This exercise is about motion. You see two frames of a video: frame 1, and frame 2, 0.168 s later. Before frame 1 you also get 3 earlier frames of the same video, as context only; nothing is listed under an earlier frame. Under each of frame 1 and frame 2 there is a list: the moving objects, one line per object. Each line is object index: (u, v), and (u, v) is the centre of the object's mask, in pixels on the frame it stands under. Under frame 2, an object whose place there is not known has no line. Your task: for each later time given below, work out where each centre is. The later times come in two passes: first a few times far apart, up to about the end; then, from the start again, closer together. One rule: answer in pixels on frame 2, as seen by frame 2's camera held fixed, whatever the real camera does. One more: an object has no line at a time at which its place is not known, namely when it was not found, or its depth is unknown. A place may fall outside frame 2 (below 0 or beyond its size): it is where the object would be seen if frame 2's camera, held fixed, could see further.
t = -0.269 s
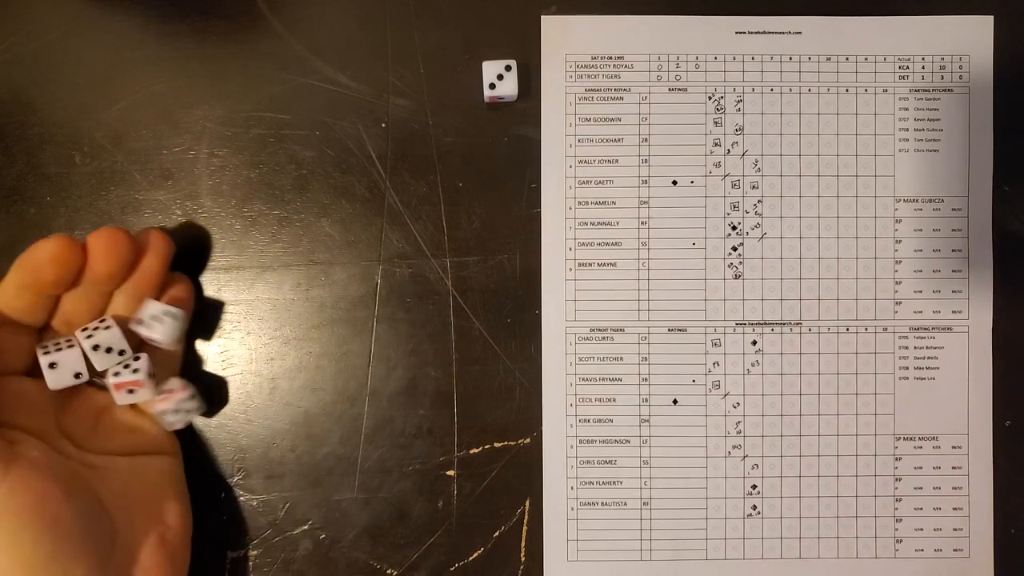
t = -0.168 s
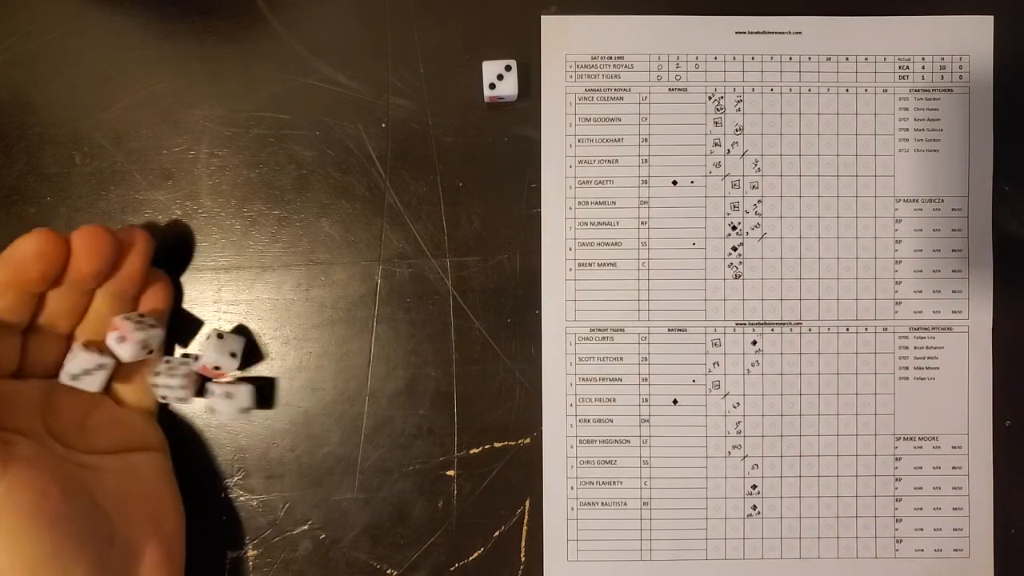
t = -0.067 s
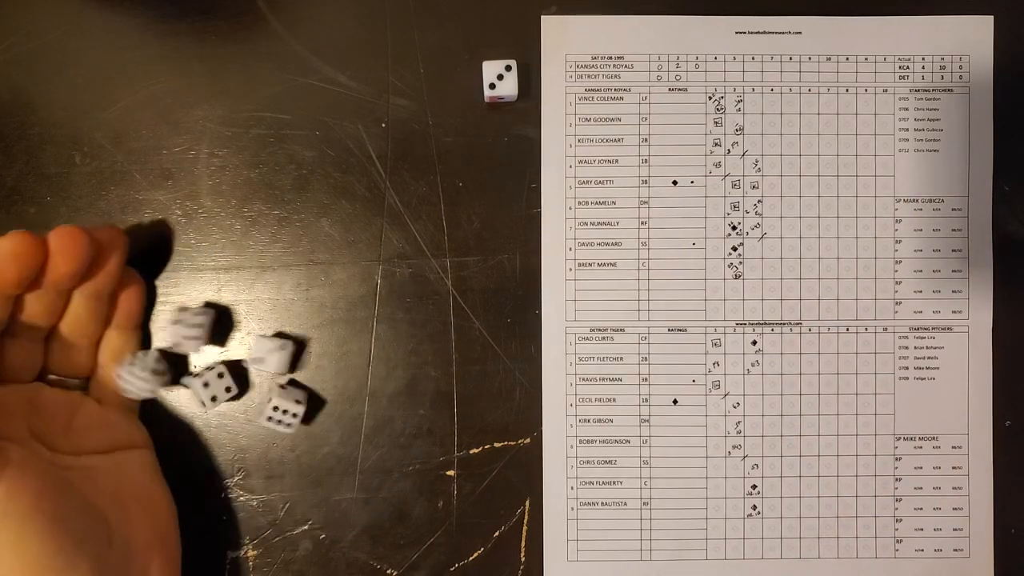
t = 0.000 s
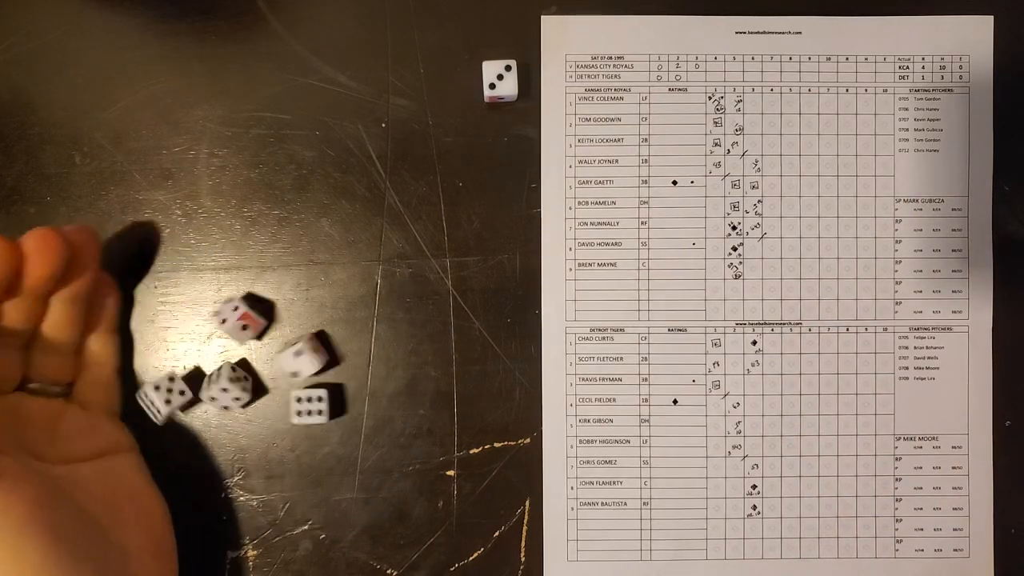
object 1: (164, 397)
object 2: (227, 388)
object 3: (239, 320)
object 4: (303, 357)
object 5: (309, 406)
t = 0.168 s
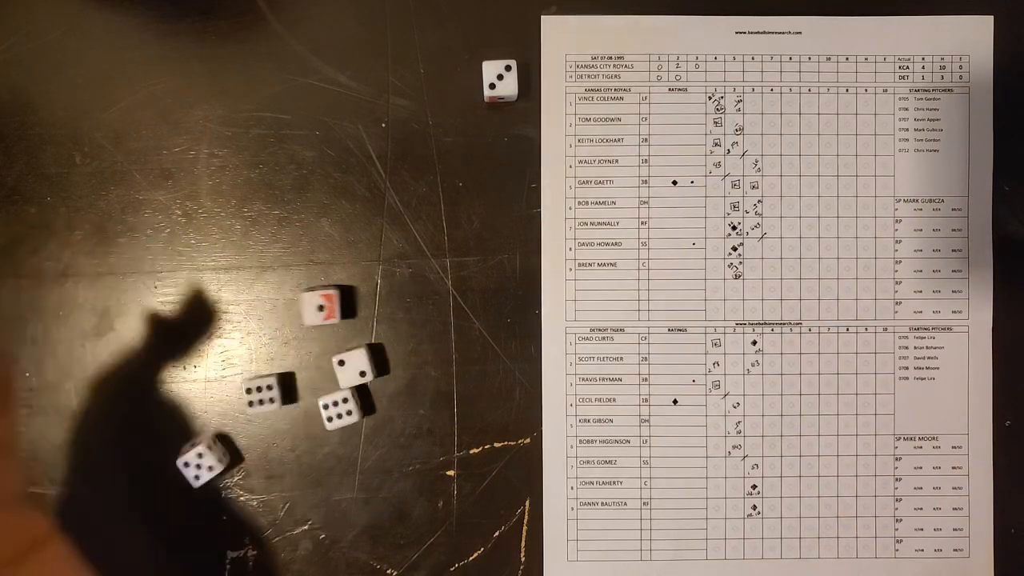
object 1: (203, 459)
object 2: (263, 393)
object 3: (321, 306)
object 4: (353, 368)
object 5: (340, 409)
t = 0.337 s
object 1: (213, 503)
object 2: (270, 398)
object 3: (364, 301)
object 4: (367, 371)
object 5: (342, 411)
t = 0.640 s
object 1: (213, 509)
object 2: (269, 398)
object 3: (367, 302)
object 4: (366, 371)
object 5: (342, 411)
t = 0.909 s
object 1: (213, 509)
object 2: (269, 398)
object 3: (367, 302)
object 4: (366, 371)
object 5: (342, 411)
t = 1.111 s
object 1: (213, 509)
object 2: (269, 398)
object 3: (367, 302)
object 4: (366, 371)
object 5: (342, 411)
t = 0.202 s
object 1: (204, 471)
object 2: (268, 396)
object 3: (332, 303)
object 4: (358, 367)
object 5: (342, 410)
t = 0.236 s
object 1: (209, 482)
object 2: (269, 397)
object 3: (343, 303)
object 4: (362, 369)
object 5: (342, 411)
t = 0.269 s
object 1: (211, 491)
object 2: (269, 398)
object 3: (352, 302)
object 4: (365, 370)
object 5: (342, 411)
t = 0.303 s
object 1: (213, 498)
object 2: (270, 398)
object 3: (359, 301)
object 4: (366, 371)
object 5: (342, 411)
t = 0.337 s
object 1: (213, 503)
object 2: (270, 398)
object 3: (364, 301)
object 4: (367, 371)
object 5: (342, 411)
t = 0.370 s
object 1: (213, 507)
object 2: (269, 398)
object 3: (367, 302)
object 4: (366, 371)
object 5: (342, 411)
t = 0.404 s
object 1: (213, 508)
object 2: (269, 398)
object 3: (367, 302)
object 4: (366, 371)
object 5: (342, 411)
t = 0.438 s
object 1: (213, 508)
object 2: (269, 398)
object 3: (367, 302)
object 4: (366, 371)
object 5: (342, 411)
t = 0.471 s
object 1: (213, 509)
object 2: (269, 398)
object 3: (367, 302)
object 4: (366, 371)
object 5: (342, 411)
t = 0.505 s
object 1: (213, 509)
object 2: (269, 398)
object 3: (367, 302)
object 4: (366, 371)
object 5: (342, 411)
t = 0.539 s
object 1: (213, 509)
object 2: (269, 398)
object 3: (367, 302)
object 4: (366, 371)
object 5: (342, 411)
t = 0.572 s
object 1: (213, 509)
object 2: (269, 398)
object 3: (367, 302)
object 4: (366, 371)
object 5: (342, 411)
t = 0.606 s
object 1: (213, 509)
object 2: (269, 398)
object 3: (367, 302)
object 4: (366, 371)
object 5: (342, 411)
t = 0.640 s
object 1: (213, 509)
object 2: (269, 398)
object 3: (367, 302)
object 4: (366, 371)
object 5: (342, 411)
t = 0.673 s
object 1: (213, 509)
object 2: (269, 398)
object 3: (367, 302)
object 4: (366, 371)
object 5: (342, 411)
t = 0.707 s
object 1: (213, 509)
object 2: (269, 398)
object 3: (367, 302)
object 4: (366, 371)
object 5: (342, 411)
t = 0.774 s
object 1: (213, 509)
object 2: (269, 398)
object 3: (367, 302)
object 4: (366, 371)
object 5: (342, 411)
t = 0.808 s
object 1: (213, 509)
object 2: (270, 398)
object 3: (367, 302)
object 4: (366, 371)
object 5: (342, 411)
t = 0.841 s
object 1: (213, 509)
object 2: (270, 398)
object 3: (367, 302)
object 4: (366, 371)
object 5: (342, 411)
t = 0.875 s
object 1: (213, 509)
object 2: (270, 398)
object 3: (367, 302)
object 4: (366, 371)
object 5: (342, 411)
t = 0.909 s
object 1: (213, 509)
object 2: (269, 398)
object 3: (367, 302)
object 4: (366, 371)
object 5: (342, 411)
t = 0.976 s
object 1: (213, 509)
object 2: (269, 398)
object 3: (367, 302)
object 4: (366, 371)
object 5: (342, 411)
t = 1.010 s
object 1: (213, 509)
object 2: (269, 398)
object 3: (367, 302)
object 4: (367, 371)
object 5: (342, 411)
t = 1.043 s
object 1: (213, 509)
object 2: (270, 398)
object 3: (367, 302)
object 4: (366, 371)
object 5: (342, 411)
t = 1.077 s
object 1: (213, 509)
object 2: (269, 398)
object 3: (367, 302)
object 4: (366, 371)
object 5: (342, 411)
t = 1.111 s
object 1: (213, 509)
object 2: (269, 398)
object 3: (367, 302)
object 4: (366, 371)
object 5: (342, 411)
